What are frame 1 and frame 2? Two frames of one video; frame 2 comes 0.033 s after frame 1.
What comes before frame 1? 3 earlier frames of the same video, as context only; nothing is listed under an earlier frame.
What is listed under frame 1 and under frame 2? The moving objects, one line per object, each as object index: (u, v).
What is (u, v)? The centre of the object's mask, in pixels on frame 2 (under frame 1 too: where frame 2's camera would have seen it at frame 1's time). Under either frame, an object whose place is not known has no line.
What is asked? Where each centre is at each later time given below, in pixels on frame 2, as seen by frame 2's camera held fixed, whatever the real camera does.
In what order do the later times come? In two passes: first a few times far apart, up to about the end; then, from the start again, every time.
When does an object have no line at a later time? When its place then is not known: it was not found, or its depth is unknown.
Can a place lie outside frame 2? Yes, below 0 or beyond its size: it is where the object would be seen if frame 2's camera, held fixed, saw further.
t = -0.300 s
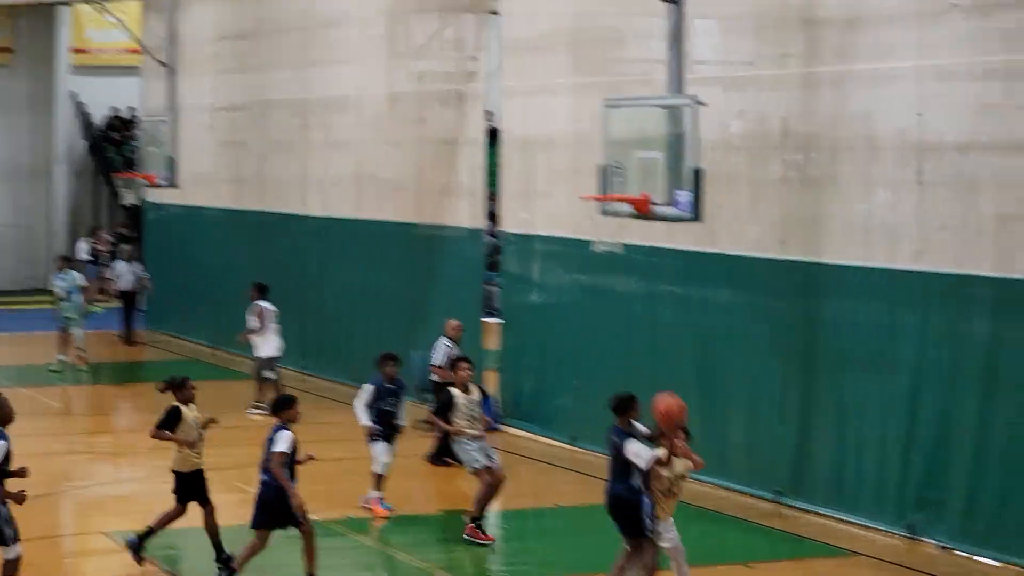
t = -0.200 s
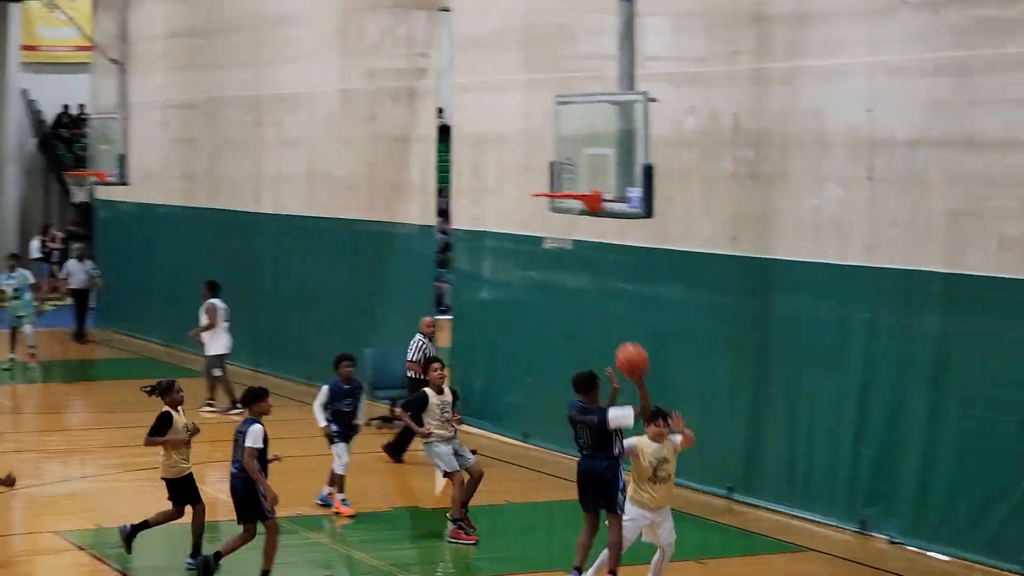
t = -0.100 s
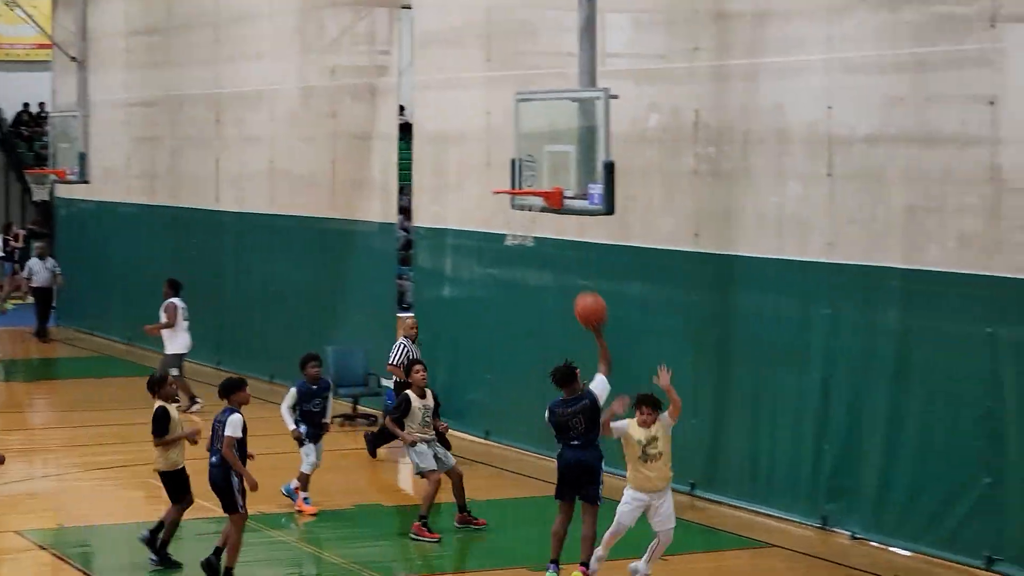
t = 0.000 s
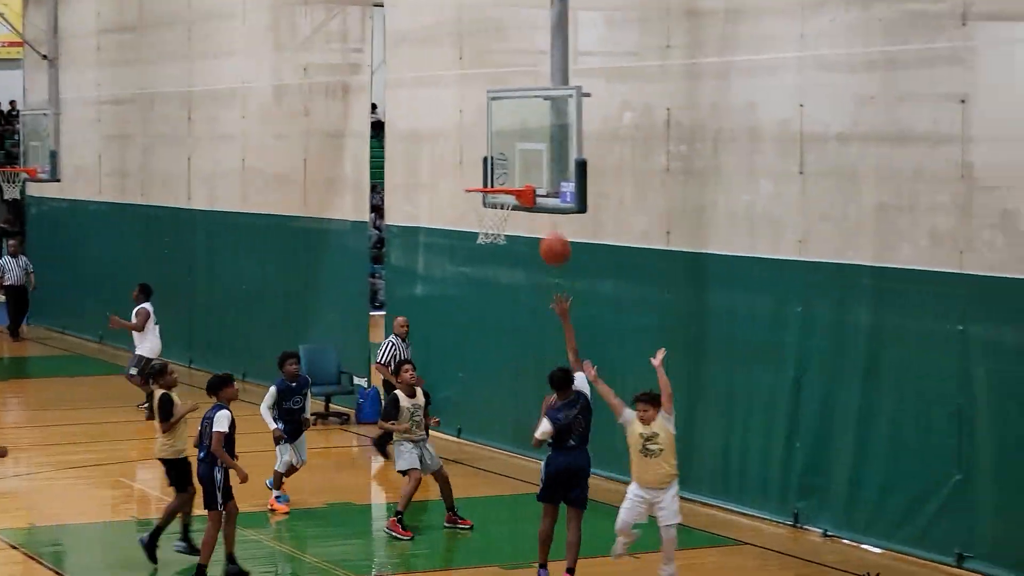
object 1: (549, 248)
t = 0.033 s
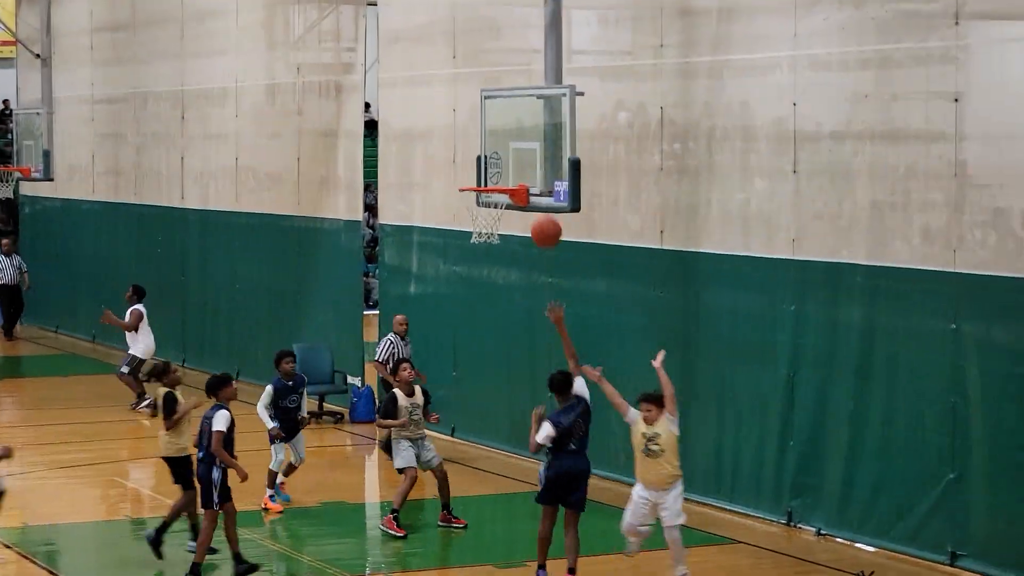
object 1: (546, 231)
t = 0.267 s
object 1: (529, 158)
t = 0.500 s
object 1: (515, 155)
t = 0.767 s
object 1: (499, 225)
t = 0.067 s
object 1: (543, 216)
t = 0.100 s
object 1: (541, 203)
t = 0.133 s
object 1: (539, 190)
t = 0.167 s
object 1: (536, 180)
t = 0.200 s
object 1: (534, 171)
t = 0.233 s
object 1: (531, 164)
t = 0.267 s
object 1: (529, 158)
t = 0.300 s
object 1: (527, 154)
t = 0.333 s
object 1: (525, 151)
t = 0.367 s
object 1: (523, 149)
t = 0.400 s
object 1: (521, 149)
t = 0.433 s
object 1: (519, 150)
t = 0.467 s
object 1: (517, 152)
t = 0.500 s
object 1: (515, 155)
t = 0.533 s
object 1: (513, 160)
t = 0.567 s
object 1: (511, 166)
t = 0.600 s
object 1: (509, 172)
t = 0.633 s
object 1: (507, 181)
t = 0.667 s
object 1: (505, 190)
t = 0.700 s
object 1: (503, 201)
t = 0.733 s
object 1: (502, 212)
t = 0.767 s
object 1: (499, 225)
